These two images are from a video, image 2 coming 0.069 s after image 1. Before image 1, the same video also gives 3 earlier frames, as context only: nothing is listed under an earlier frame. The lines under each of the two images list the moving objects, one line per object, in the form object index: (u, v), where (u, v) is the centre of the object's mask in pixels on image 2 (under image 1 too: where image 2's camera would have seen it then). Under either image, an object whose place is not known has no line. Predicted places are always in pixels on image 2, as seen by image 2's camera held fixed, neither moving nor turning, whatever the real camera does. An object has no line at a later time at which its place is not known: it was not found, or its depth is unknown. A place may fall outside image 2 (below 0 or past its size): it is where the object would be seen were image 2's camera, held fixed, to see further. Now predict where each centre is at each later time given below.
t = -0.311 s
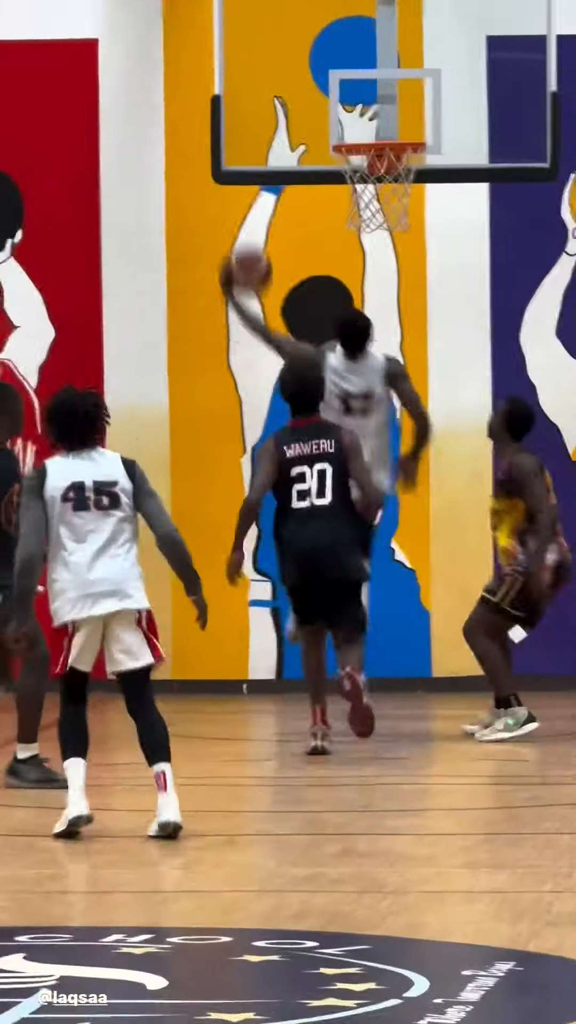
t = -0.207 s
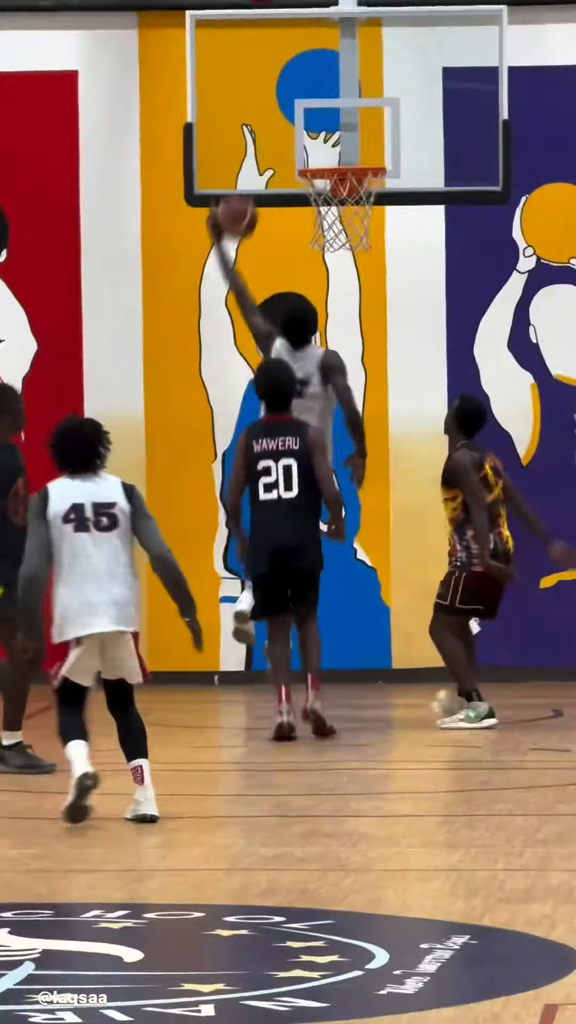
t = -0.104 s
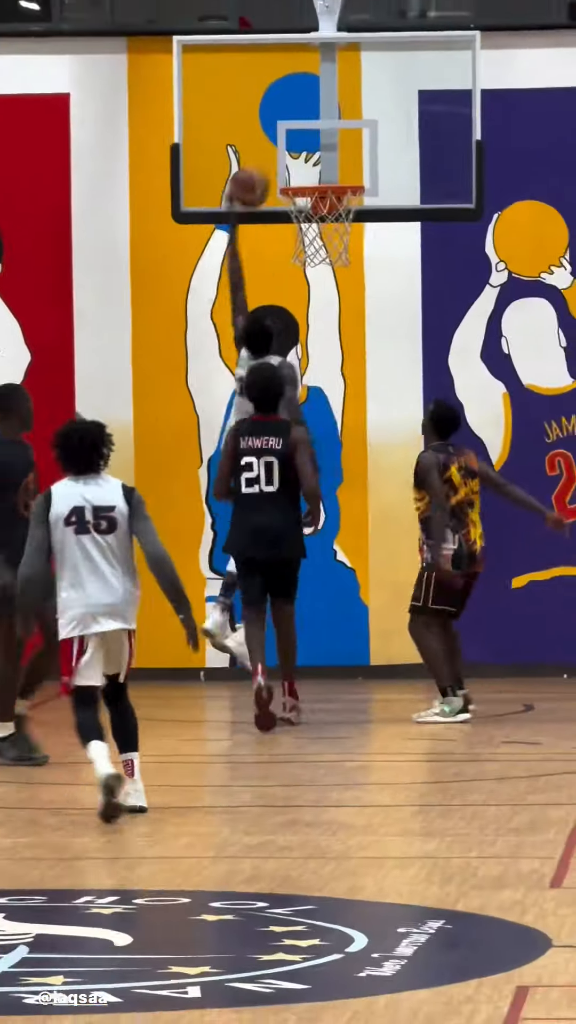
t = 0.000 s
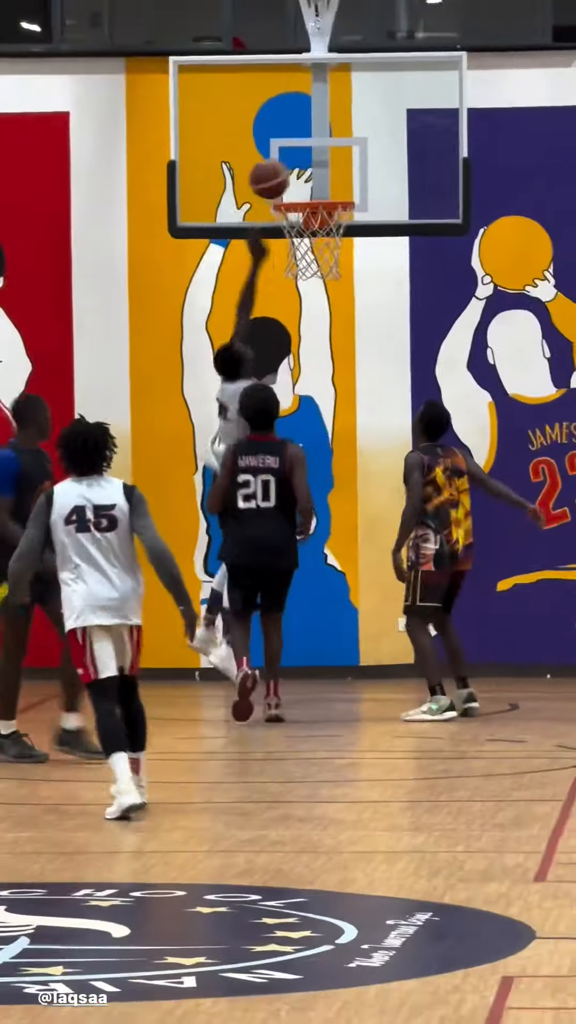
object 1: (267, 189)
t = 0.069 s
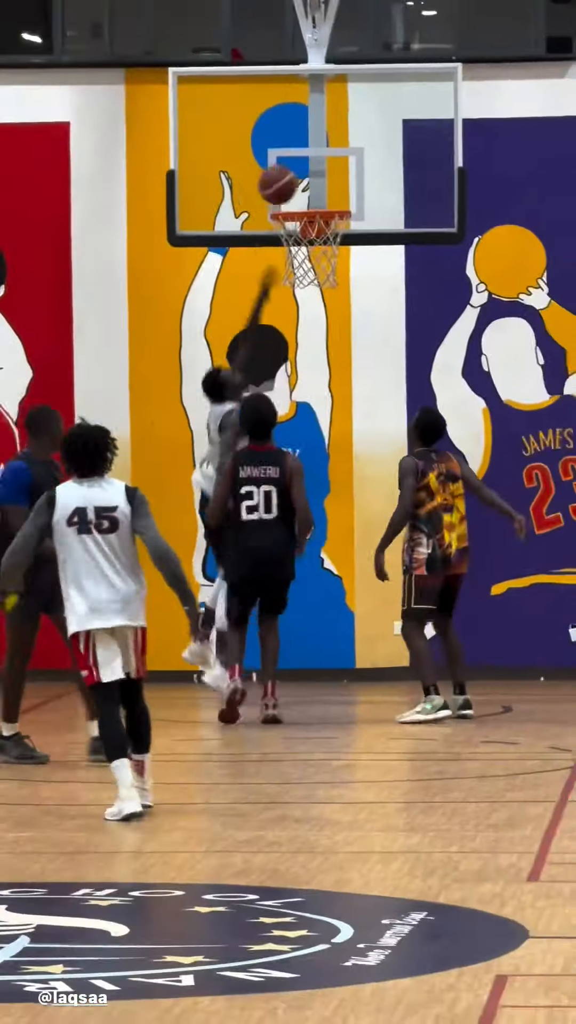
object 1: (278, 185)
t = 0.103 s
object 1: (282, 185)
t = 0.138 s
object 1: (287, 188)
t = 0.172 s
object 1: (292, 192)
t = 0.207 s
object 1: (297, 195)
